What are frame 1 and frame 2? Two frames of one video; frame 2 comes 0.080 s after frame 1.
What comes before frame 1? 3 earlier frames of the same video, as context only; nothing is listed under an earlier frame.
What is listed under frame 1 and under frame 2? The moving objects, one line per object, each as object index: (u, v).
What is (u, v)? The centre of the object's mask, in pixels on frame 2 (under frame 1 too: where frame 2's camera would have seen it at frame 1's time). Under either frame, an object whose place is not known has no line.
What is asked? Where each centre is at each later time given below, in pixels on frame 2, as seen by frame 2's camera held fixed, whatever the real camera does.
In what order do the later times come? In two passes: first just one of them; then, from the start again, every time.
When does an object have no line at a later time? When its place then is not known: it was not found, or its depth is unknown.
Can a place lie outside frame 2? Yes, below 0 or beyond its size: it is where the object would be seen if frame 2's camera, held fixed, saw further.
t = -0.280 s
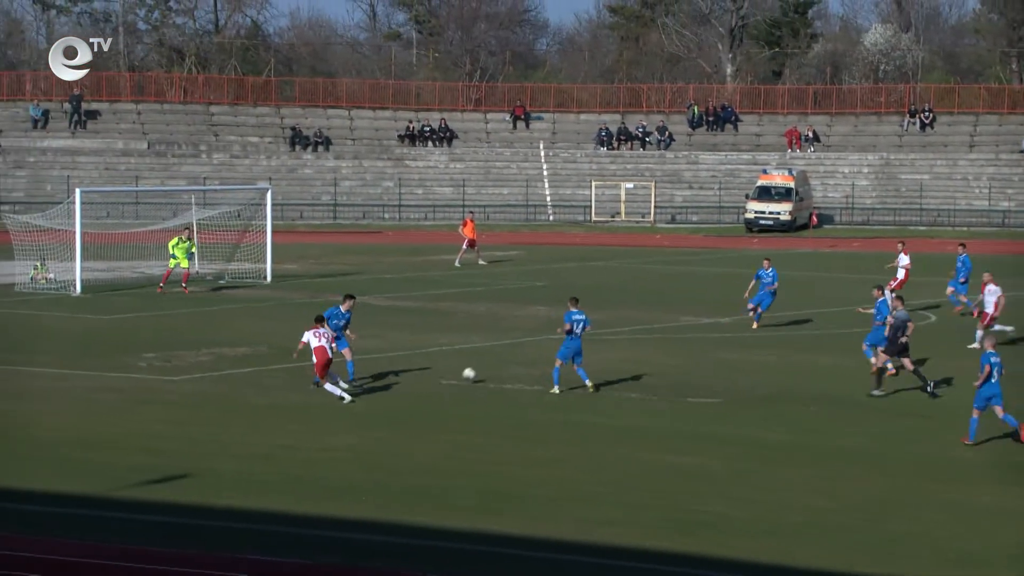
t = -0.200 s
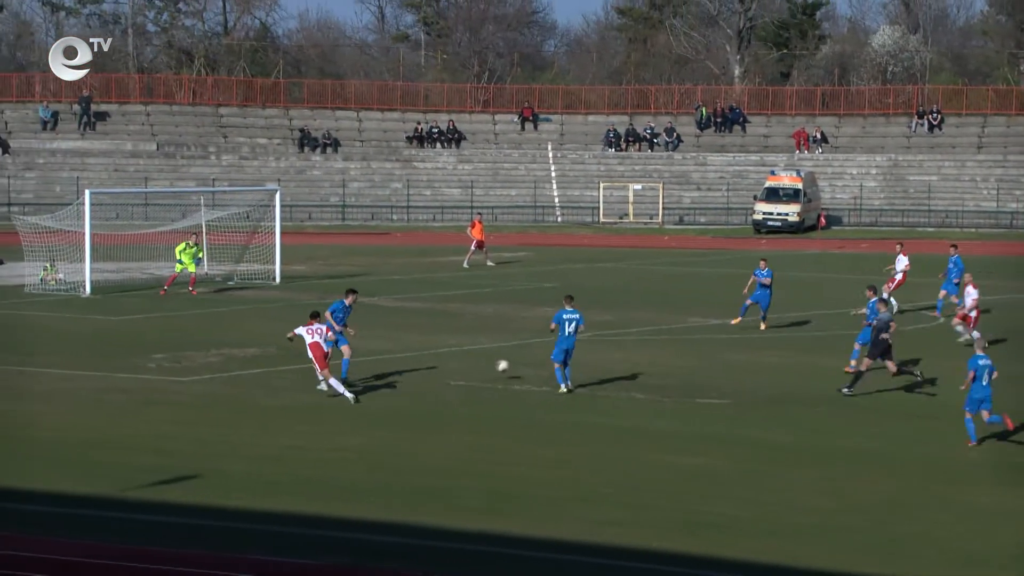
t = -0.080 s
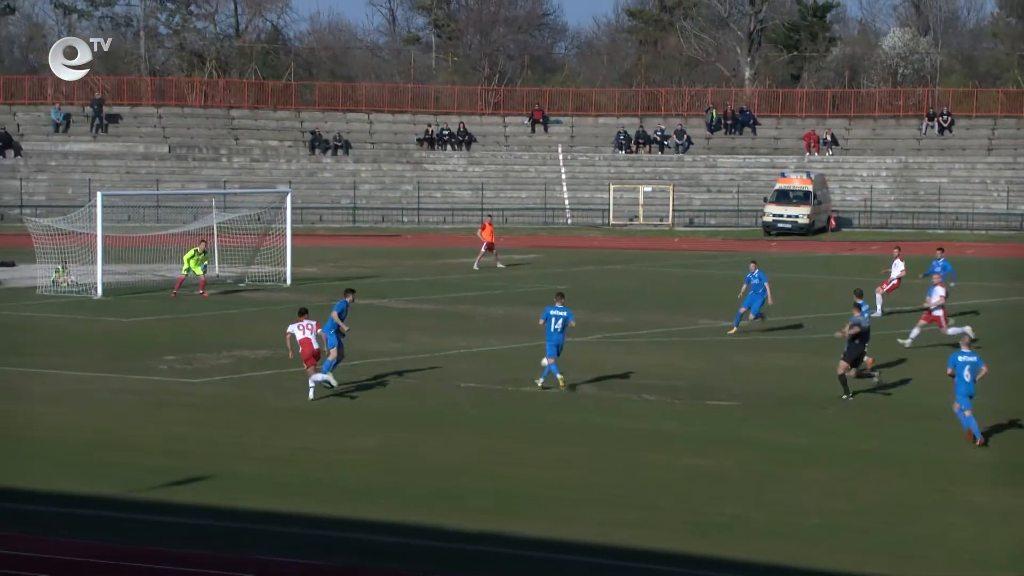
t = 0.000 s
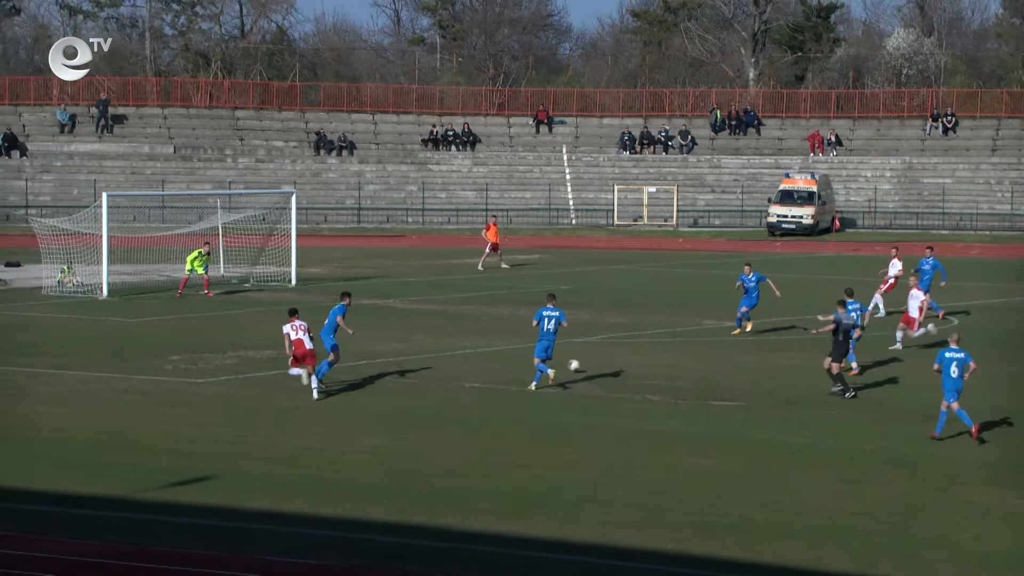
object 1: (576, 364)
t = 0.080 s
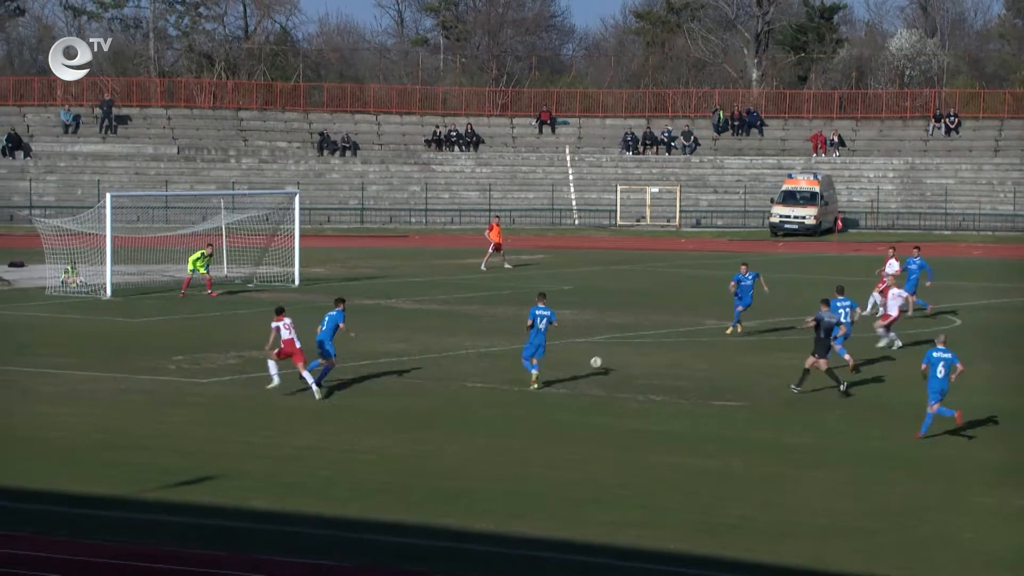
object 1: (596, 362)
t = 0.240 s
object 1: (632, 356)
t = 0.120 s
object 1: (605, 359)
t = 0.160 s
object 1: (614, 357)
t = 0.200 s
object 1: (624, 356)
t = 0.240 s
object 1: (632, 356)
